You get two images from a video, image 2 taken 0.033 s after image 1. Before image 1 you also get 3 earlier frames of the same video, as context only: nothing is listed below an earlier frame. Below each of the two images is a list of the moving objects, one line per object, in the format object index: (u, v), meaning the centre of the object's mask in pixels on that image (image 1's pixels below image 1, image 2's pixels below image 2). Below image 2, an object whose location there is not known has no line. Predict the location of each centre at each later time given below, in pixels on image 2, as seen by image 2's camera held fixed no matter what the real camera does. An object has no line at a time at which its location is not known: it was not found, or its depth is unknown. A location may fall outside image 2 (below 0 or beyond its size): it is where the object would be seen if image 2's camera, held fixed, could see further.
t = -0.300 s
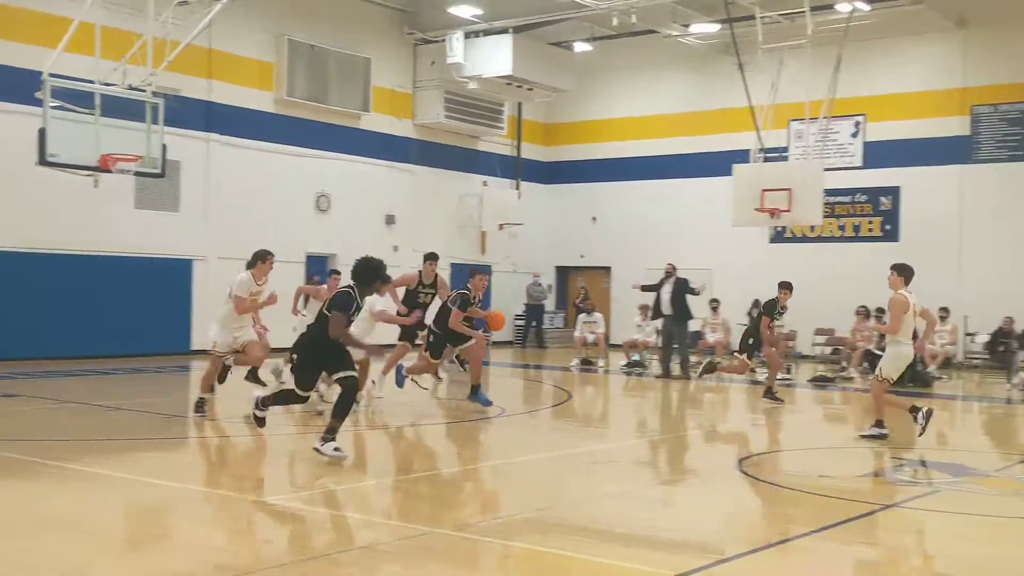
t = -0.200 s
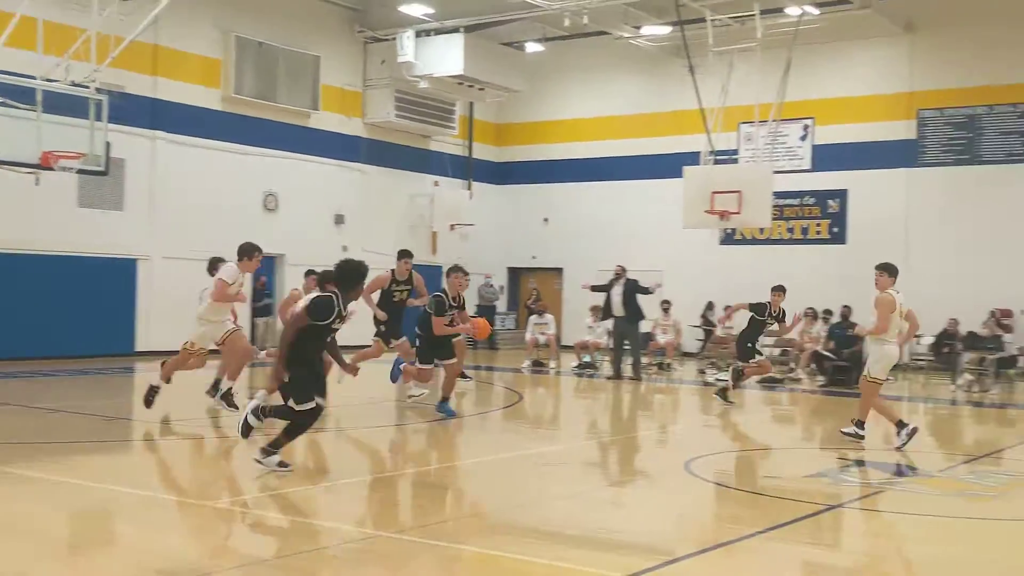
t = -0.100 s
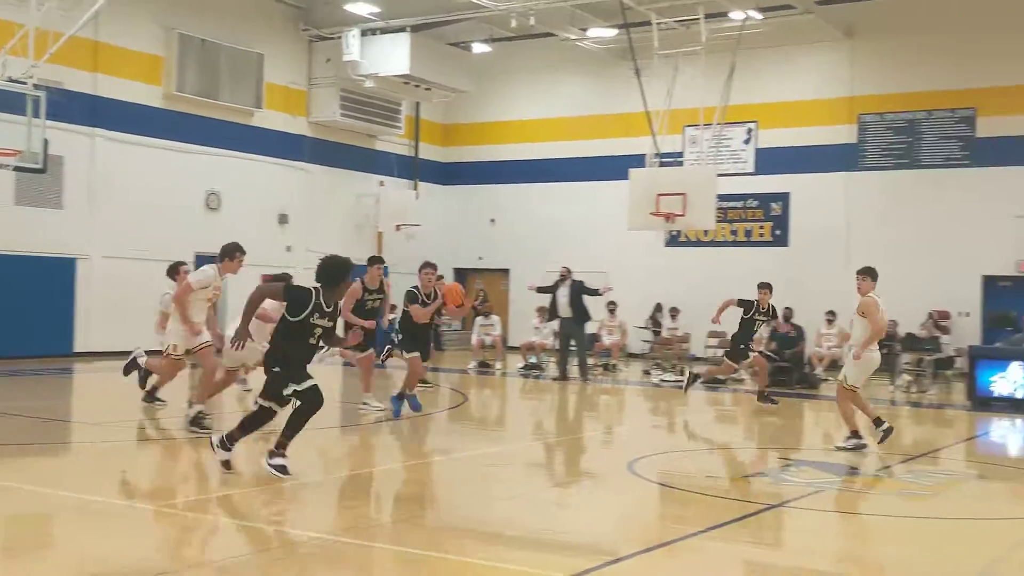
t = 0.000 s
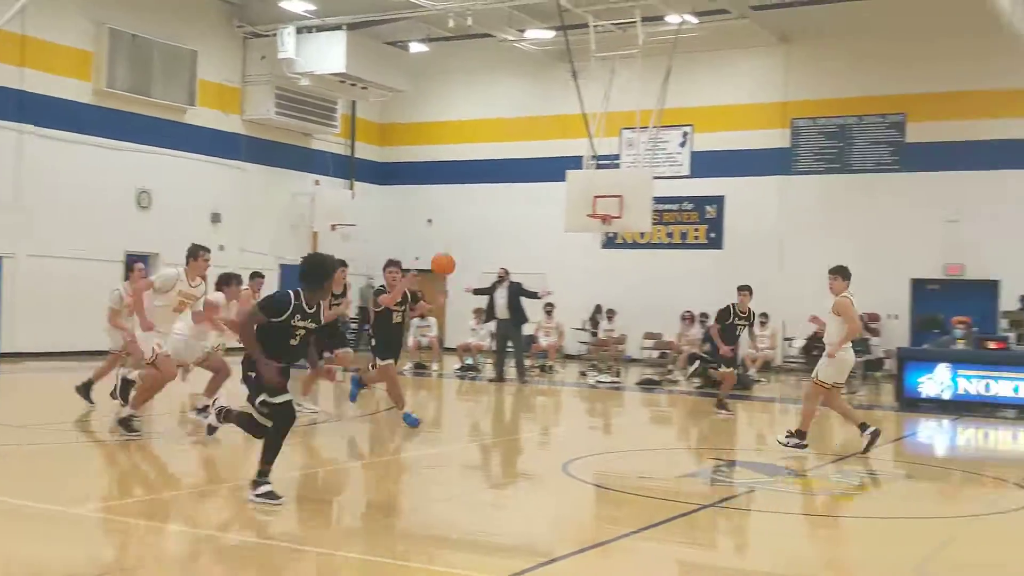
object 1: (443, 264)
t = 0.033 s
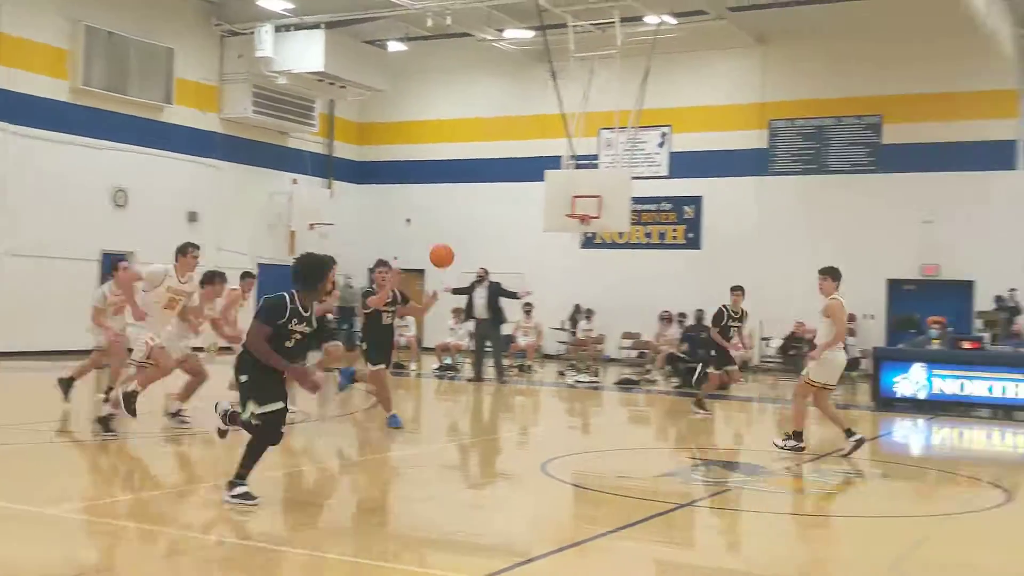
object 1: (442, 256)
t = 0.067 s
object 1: (463, 249)
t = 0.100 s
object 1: (484, 242)
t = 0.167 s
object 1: (530, 232)
